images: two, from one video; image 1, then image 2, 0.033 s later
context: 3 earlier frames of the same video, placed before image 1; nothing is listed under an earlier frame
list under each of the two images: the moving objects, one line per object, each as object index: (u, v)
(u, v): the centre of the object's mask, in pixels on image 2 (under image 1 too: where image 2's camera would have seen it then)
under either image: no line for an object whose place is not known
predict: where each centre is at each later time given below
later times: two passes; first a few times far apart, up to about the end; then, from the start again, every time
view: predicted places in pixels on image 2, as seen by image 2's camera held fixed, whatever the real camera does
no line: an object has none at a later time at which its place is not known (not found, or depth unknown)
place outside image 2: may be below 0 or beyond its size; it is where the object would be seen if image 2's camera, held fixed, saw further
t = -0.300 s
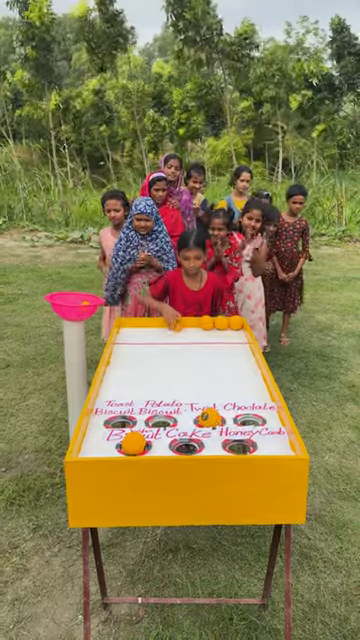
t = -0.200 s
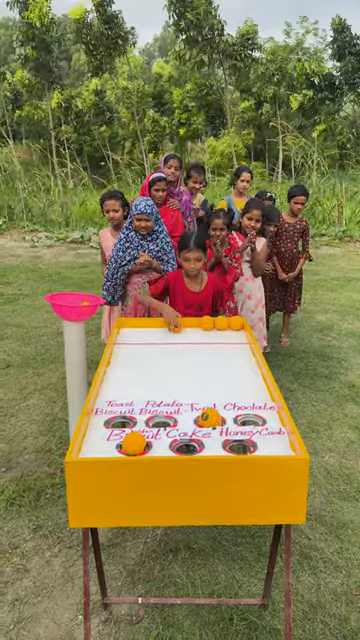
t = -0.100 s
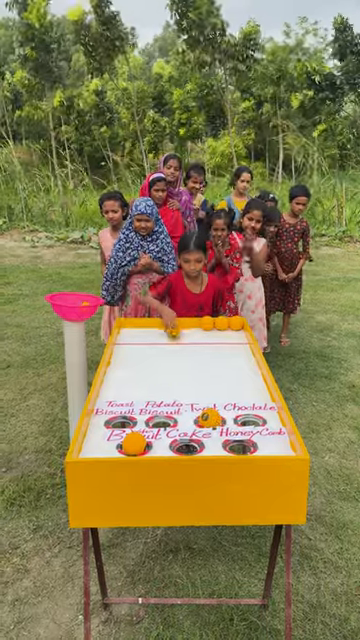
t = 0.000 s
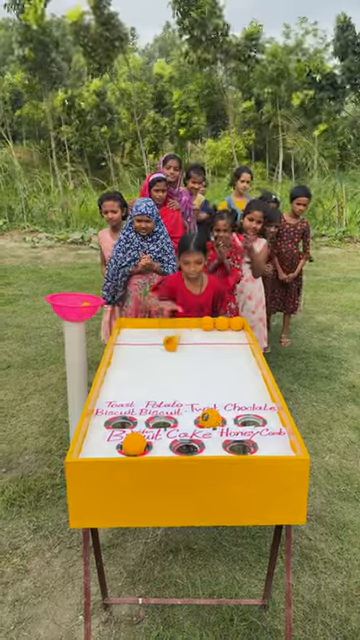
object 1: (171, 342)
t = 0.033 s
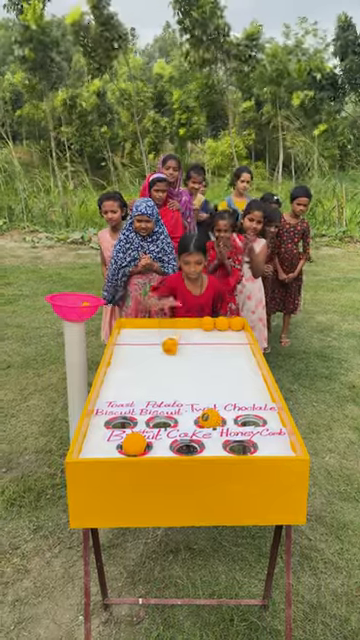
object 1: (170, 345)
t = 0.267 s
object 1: (163, 368)
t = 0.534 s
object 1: (152, 396)
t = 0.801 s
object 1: (141, 421)
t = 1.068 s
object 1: (141, 423)
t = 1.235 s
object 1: (142, 423)
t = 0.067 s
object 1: (169, 349)
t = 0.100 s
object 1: (168, 352)
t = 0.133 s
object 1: (167, 355)
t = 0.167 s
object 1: (166, 358)
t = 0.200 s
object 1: (164, 361)
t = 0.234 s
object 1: (164, 365)
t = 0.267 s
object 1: (163, 368)
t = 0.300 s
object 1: (161, 372)
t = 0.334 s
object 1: (160, 375)
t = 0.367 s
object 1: (159, 379)
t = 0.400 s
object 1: (158, 383)
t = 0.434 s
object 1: (156, 386)
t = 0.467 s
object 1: (155, 389)
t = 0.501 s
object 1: (153, 392)
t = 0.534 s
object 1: (152, 396)
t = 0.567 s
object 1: (150, 400)
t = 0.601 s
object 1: (148, 405)
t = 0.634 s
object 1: (147, 408)
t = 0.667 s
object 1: (145, 412)
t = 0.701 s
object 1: (143, 417)
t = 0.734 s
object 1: (141, 422)
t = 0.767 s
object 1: (141, 422)
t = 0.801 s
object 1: (141, 421)
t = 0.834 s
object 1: (142, 421)
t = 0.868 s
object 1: (141, 422)
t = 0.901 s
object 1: (141, 423)
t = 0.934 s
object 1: (141, 423)
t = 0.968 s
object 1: (141, 423)
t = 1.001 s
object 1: (141, 423)
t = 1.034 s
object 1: (141, 423)
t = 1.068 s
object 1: (141, 423)
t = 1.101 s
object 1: (141, 423)
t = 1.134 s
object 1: (141, 423)
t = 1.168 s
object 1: (141, 423)
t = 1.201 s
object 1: (141, 423)
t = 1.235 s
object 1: (142, 423)
